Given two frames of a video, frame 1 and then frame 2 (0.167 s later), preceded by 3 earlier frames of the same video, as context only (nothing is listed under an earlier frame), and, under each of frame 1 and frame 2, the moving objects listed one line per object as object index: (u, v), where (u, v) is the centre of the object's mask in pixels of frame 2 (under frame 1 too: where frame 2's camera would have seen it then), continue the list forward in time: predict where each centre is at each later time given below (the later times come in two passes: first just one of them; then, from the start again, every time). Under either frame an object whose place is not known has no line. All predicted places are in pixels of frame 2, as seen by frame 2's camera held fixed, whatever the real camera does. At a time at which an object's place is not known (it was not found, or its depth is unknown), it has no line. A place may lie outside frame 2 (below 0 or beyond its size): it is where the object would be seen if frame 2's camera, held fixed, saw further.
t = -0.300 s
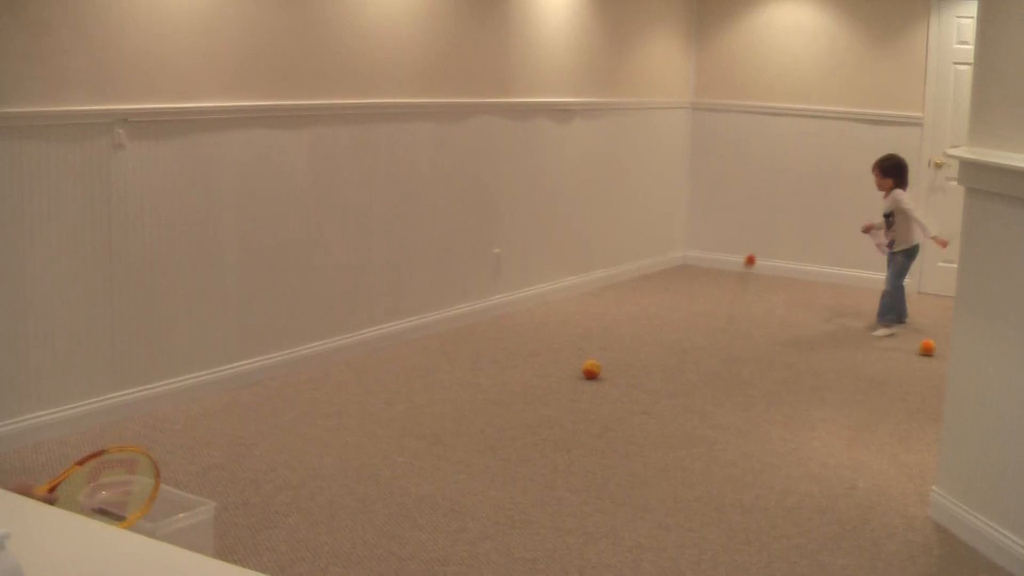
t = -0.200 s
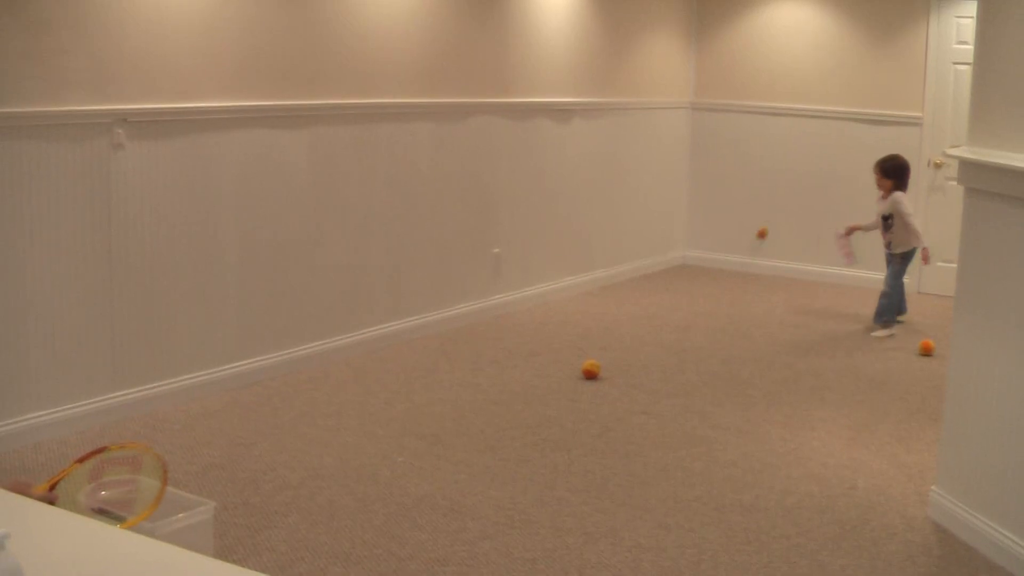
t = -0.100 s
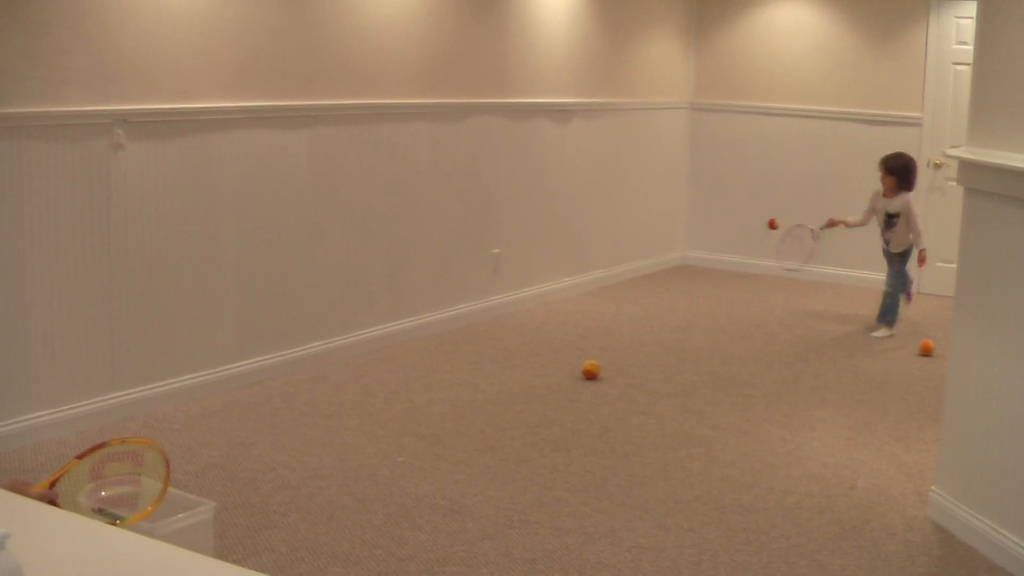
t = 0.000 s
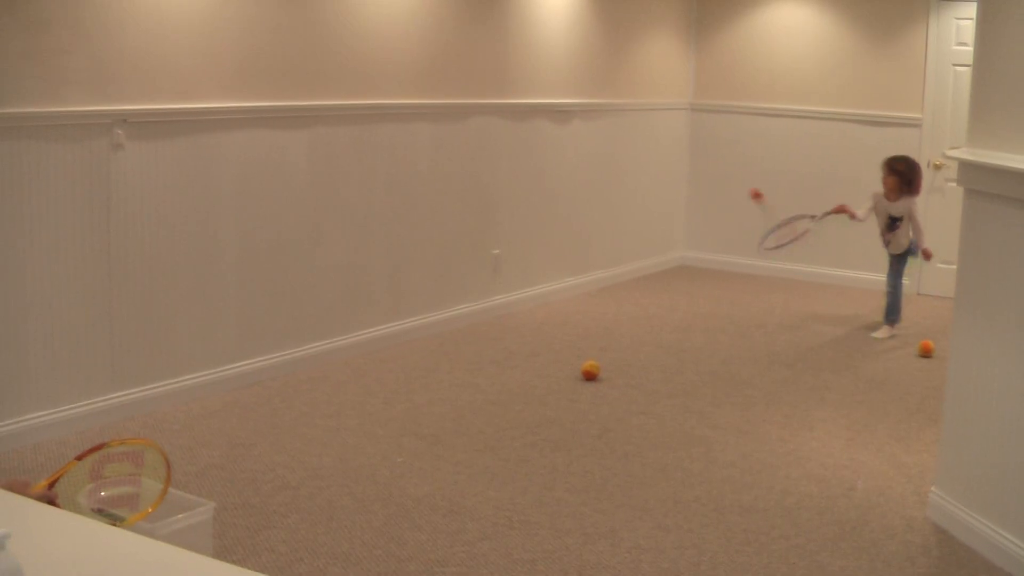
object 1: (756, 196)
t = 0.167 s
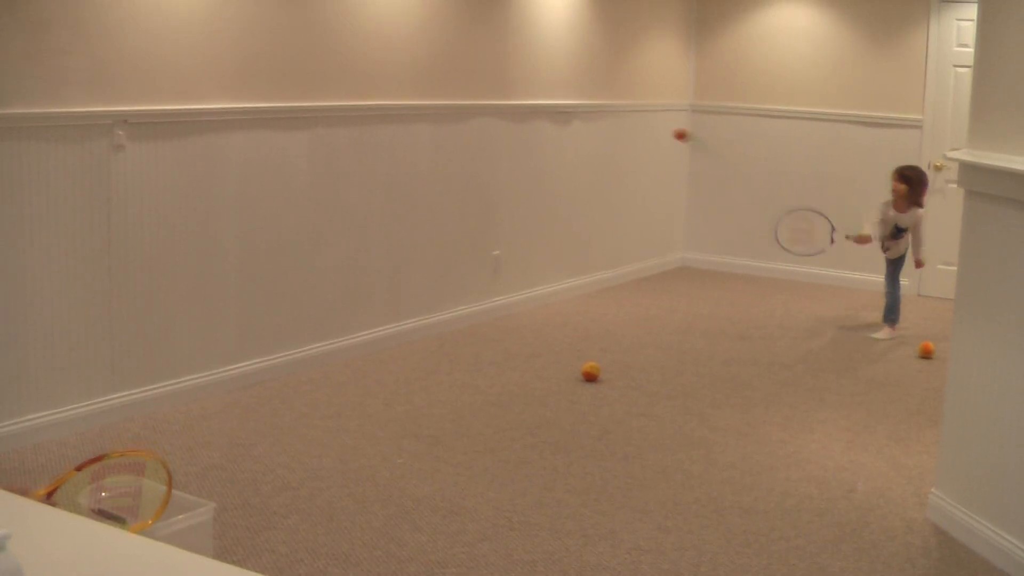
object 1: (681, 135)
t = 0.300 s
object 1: (608, 118)
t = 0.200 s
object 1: (665, 127)
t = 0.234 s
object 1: (646, 122)
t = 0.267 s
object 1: (627, 119)
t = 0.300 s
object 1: (608, 118)
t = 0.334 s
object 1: (587, 120)
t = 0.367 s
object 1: (565, 123)
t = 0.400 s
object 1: (545, 128)
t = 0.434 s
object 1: (522, 139)
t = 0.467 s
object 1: (496, 149)
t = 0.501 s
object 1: (471, 163)
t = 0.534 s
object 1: (445, 181)
